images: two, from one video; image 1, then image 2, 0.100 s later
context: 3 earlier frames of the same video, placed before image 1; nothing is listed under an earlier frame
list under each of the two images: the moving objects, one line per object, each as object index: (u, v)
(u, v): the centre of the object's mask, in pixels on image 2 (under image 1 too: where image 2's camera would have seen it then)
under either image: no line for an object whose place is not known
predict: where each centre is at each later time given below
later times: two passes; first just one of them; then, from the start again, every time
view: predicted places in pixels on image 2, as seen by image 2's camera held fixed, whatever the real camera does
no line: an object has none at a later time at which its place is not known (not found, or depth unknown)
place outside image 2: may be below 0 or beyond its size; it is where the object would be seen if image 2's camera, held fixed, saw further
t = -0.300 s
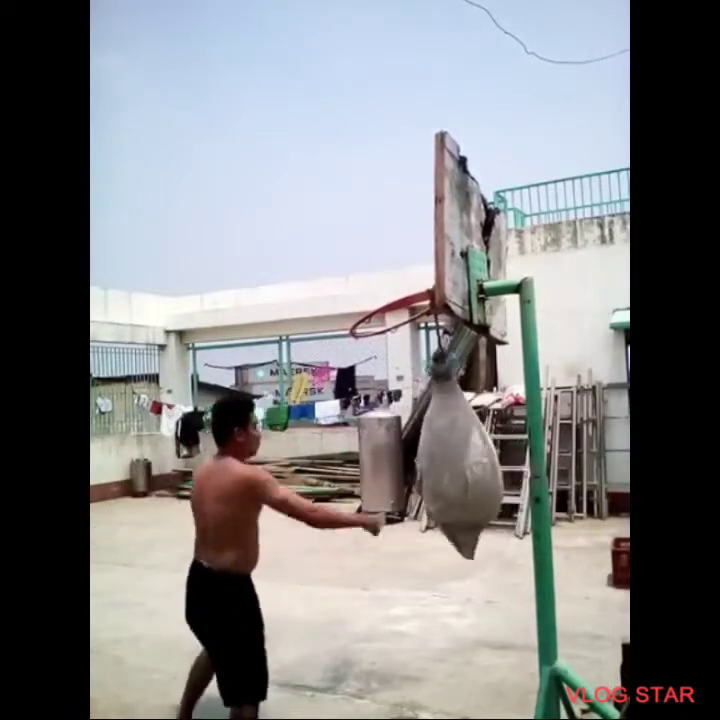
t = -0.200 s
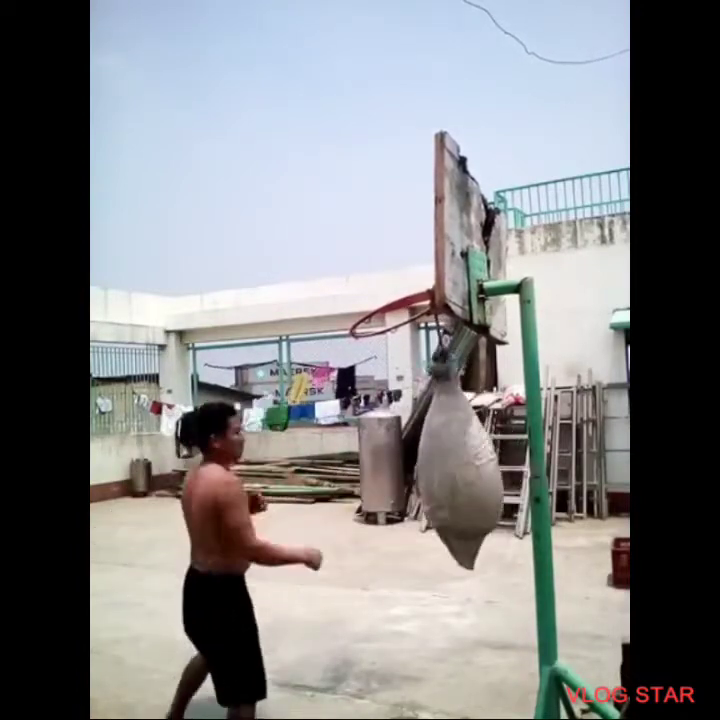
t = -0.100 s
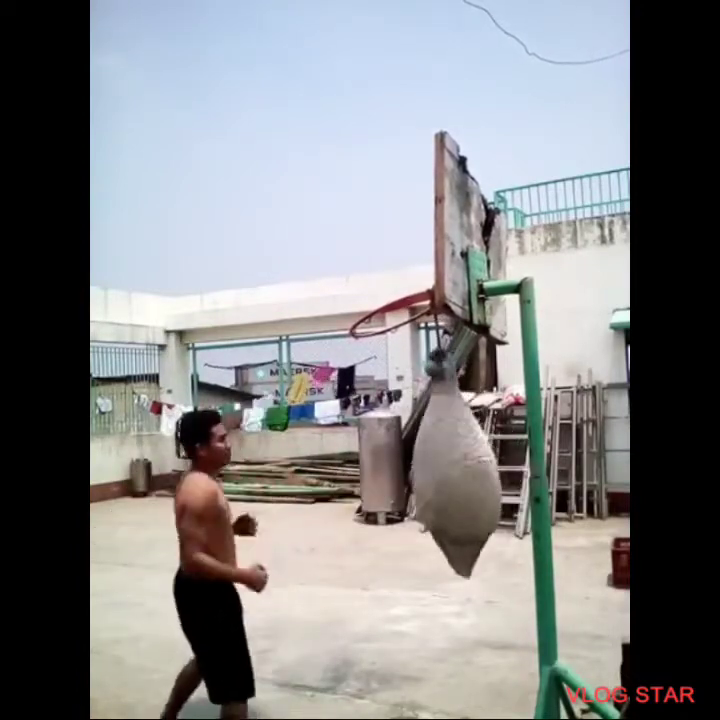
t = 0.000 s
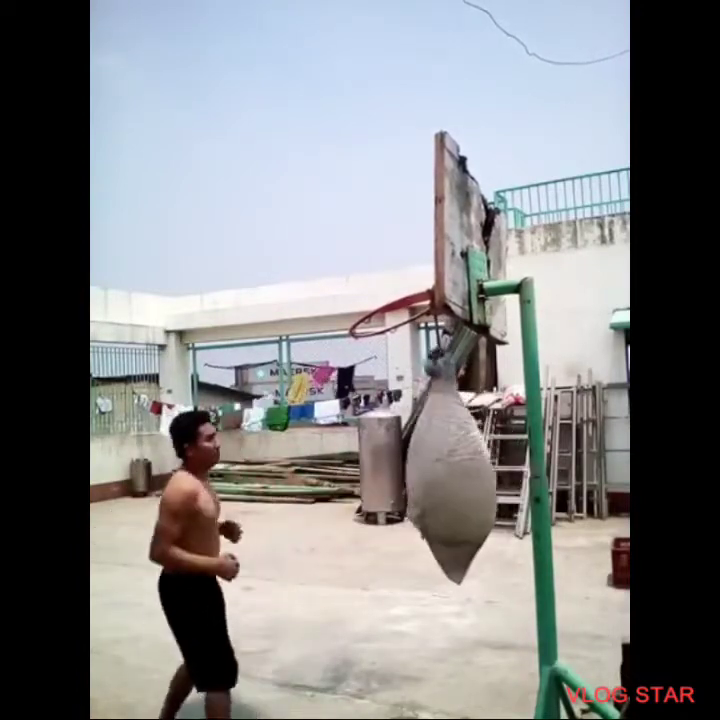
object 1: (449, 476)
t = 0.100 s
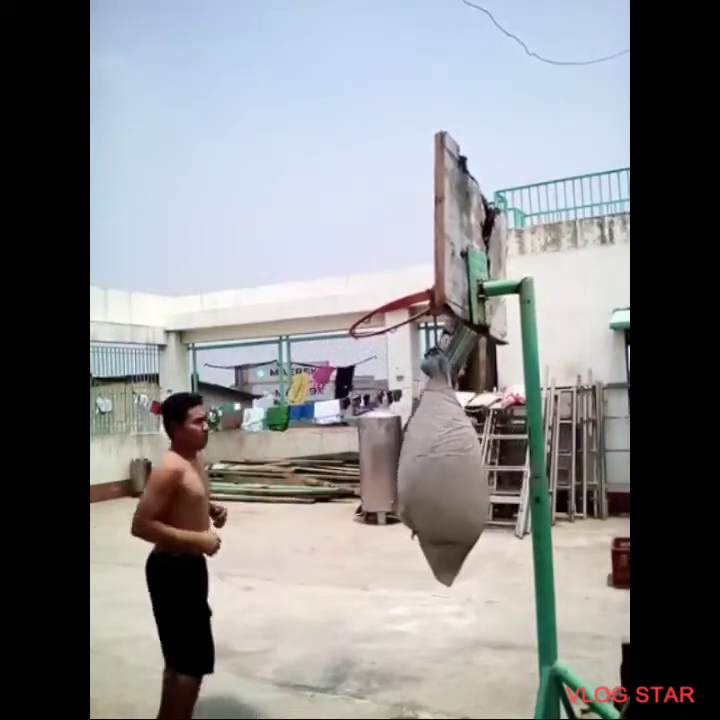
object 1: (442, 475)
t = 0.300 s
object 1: (428, 472)
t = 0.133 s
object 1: (440, 475)
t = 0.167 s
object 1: (437, 474)
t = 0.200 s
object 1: (435, 475)
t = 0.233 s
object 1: (433, 474)
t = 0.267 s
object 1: (430, 474)
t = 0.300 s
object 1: (428, 472)
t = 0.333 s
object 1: (426, 472)
